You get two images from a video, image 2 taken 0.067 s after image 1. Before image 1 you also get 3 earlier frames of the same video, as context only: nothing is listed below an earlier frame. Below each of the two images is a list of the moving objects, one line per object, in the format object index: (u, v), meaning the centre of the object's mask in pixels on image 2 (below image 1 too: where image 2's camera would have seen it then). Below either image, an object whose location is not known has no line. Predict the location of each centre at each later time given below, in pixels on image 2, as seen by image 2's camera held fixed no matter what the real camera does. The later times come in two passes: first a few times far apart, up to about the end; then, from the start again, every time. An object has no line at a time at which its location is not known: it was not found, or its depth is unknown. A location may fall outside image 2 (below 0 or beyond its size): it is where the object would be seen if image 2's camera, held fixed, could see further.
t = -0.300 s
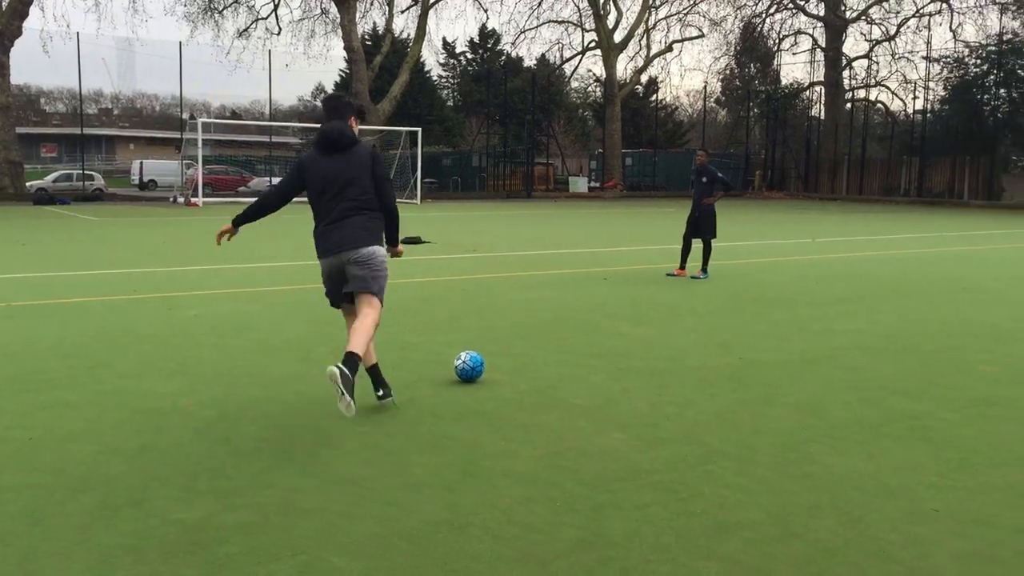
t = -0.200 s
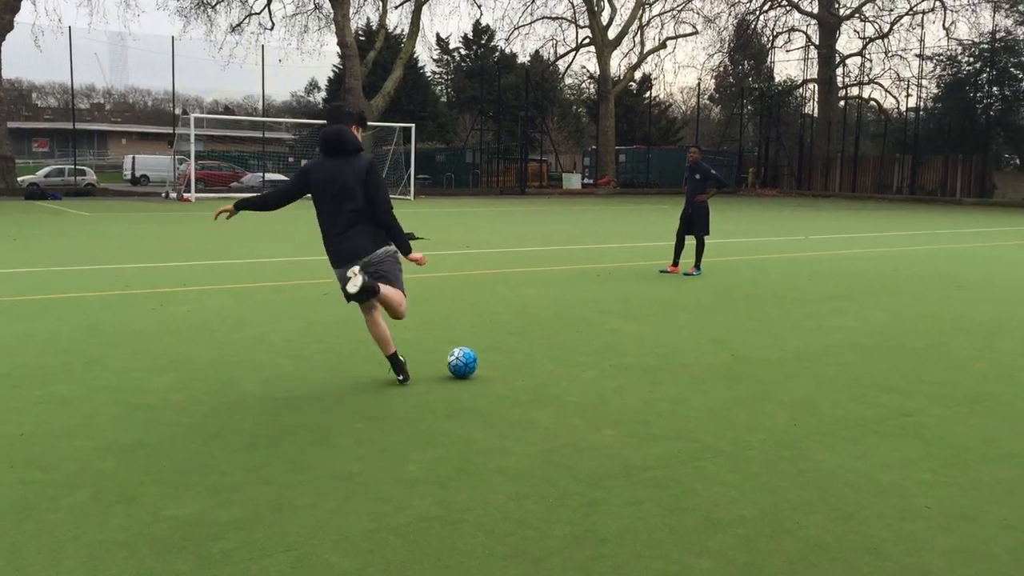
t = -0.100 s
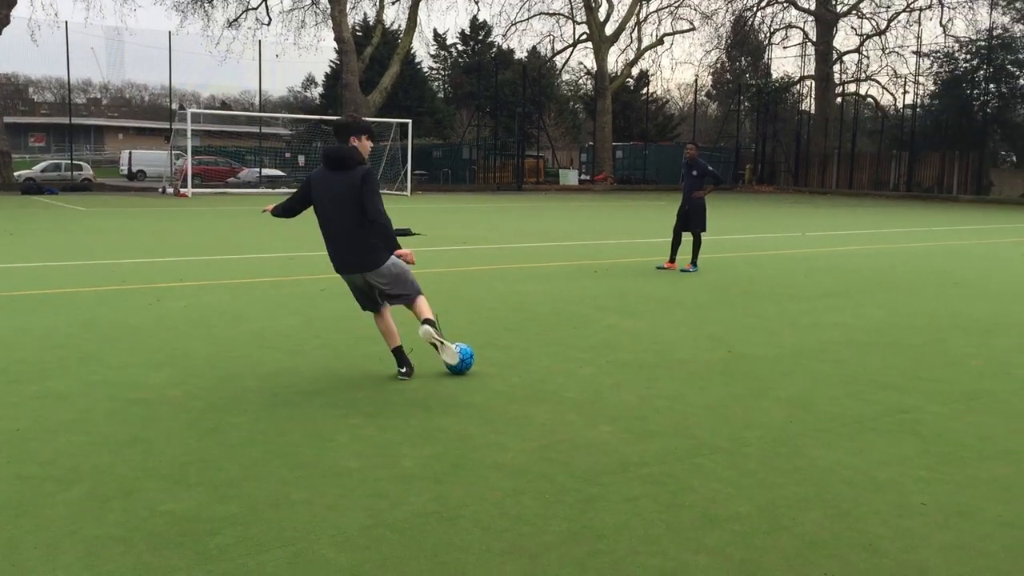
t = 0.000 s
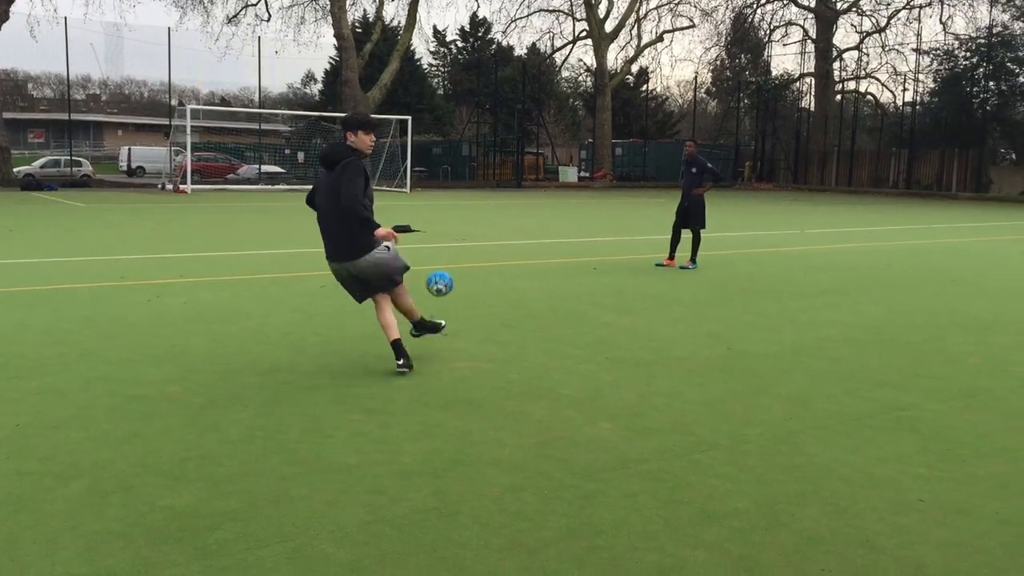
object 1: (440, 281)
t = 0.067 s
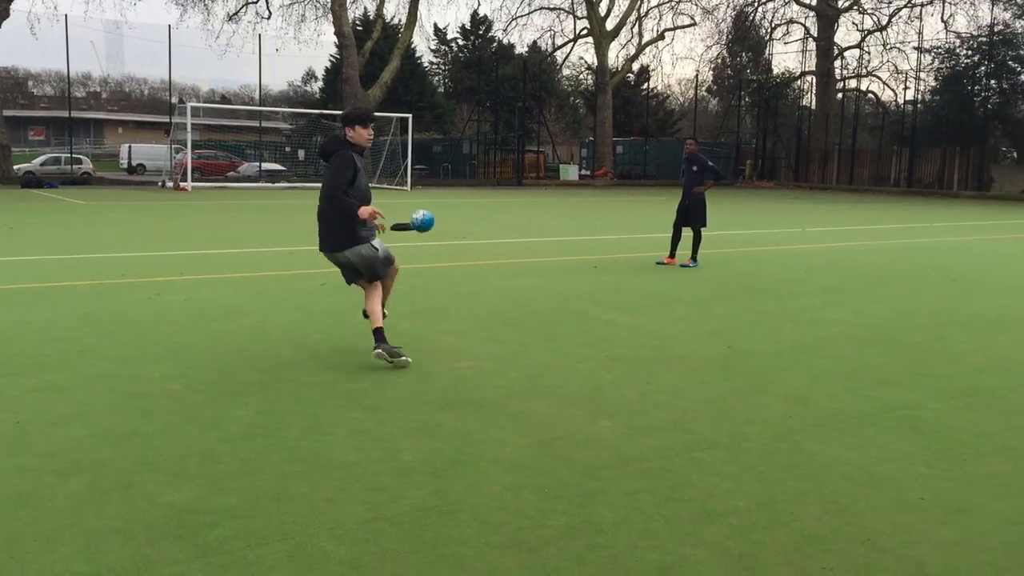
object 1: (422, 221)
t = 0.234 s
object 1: (390, 131)
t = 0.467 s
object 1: (358, 77)
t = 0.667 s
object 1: (336, 60)
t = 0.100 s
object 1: (415, 197)
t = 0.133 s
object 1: (408, 178)
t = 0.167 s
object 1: (401, 159)
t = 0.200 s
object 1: (395, 145)
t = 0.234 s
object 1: (390, 131)
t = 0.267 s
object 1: (384, 120)
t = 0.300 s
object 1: (379, 109)
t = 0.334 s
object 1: (374, 101)
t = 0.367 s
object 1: (370, 93)
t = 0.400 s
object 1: (366, 87)
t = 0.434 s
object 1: (362, 82)
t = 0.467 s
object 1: (358, 77)
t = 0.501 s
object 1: (354, 73)
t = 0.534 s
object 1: (350, 68)
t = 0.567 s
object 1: (347, 67)
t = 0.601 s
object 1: (344, 64)
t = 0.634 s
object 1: (340, 62)
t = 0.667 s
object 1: (336, 60)
